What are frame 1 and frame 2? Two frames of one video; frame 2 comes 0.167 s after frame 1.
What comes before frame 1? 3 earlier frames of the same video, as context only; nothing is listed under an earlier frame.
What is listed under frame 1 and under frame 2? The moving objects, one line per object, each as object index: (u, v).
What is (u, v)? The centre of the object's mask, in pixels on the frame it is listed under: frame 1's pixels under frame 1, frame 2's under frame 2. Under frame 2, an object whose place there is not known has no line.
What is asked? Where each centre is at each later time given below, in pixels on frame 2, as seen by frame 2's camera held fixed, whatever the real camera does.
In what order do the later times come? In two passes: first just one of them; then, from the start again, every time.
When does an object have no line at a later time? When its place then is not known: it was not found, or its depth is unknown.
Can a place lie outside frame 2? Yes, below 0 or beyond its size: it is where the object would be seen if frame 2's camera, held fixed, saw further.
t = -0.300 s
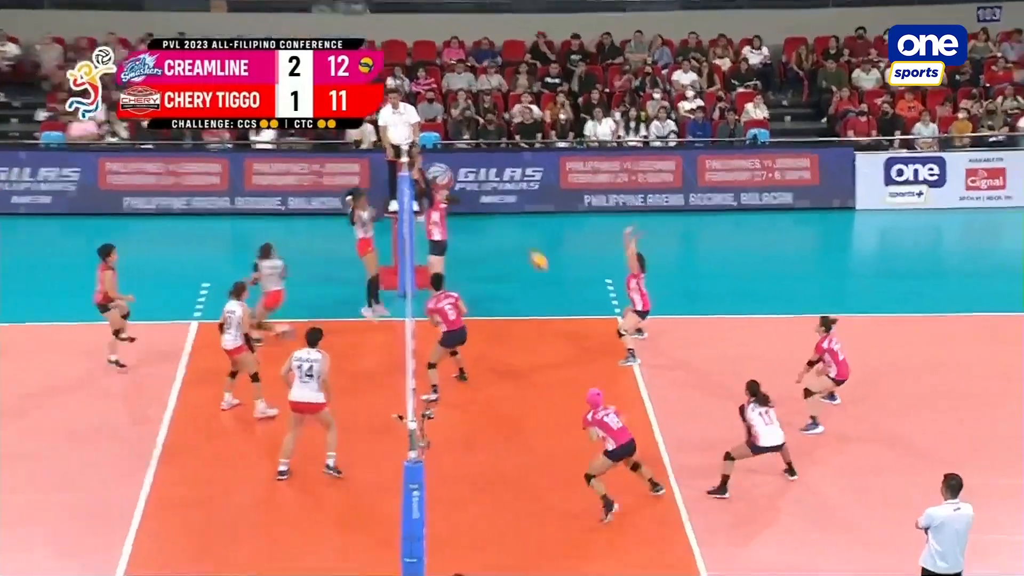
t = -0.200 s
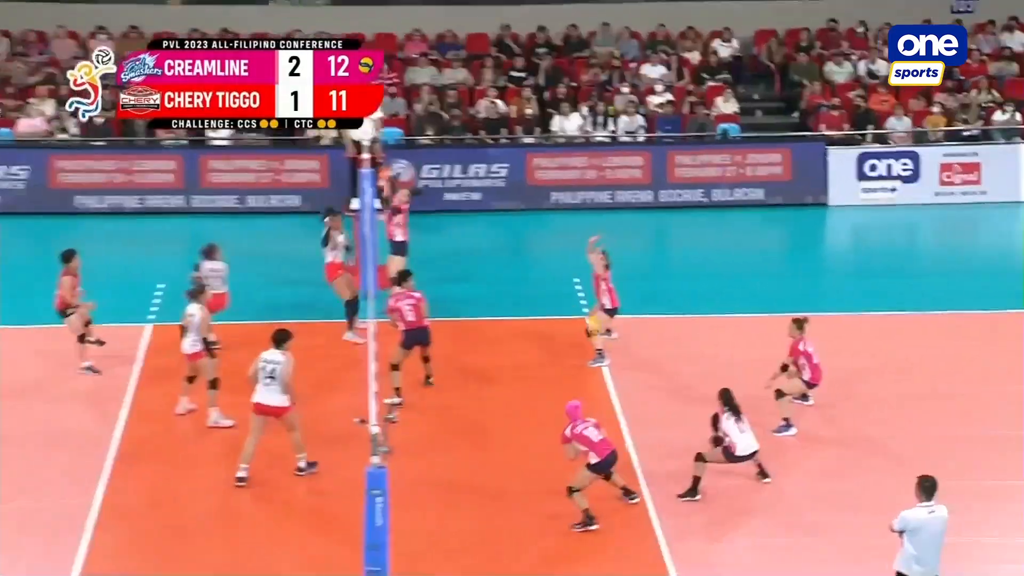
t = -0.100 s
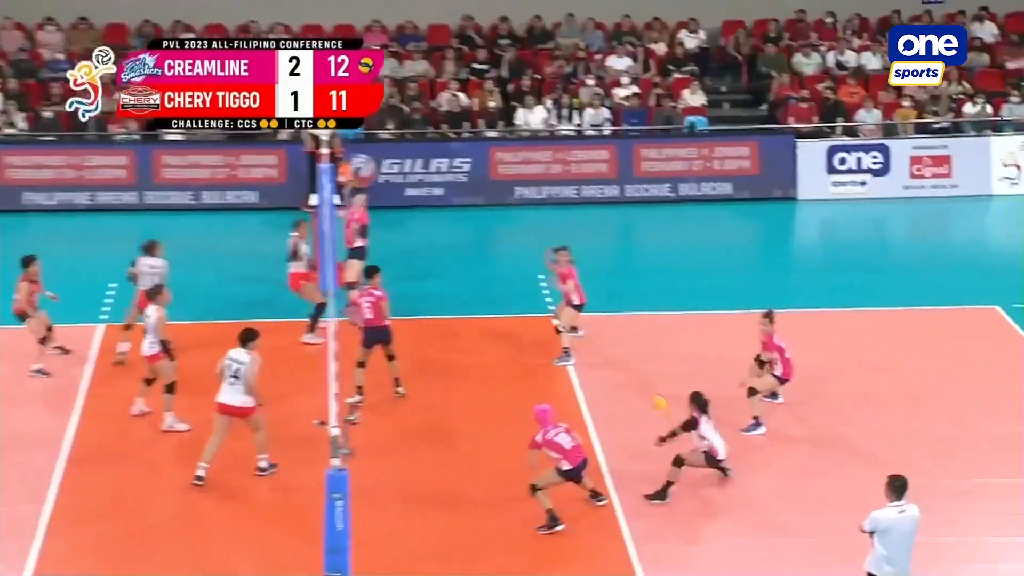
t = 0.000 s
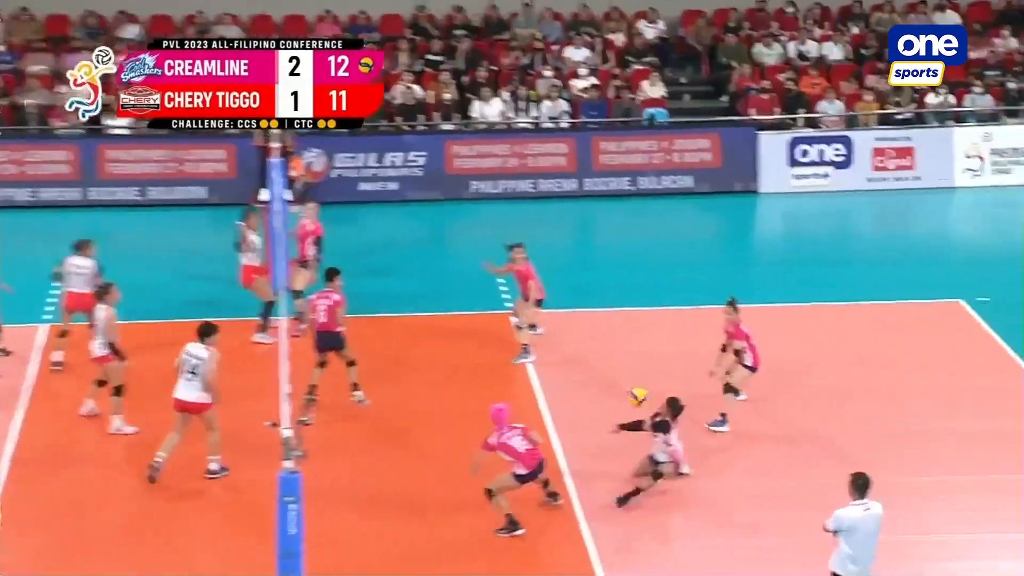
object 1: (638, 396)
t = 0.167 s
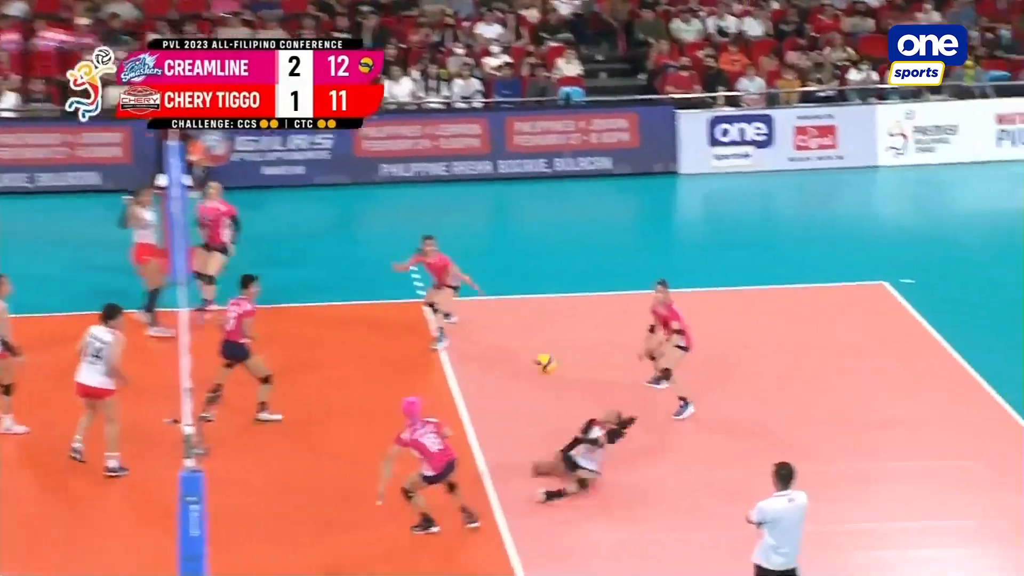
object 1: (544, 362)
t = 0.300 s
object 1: (533, 362)
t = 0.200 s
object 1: (541, 361)
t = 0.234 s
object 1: (539, 360)
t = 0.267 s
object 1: (537, 361)
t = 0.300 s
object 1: (533, 362)
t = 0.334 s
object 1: (530, 364)
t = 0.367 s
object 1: (528, 368)
